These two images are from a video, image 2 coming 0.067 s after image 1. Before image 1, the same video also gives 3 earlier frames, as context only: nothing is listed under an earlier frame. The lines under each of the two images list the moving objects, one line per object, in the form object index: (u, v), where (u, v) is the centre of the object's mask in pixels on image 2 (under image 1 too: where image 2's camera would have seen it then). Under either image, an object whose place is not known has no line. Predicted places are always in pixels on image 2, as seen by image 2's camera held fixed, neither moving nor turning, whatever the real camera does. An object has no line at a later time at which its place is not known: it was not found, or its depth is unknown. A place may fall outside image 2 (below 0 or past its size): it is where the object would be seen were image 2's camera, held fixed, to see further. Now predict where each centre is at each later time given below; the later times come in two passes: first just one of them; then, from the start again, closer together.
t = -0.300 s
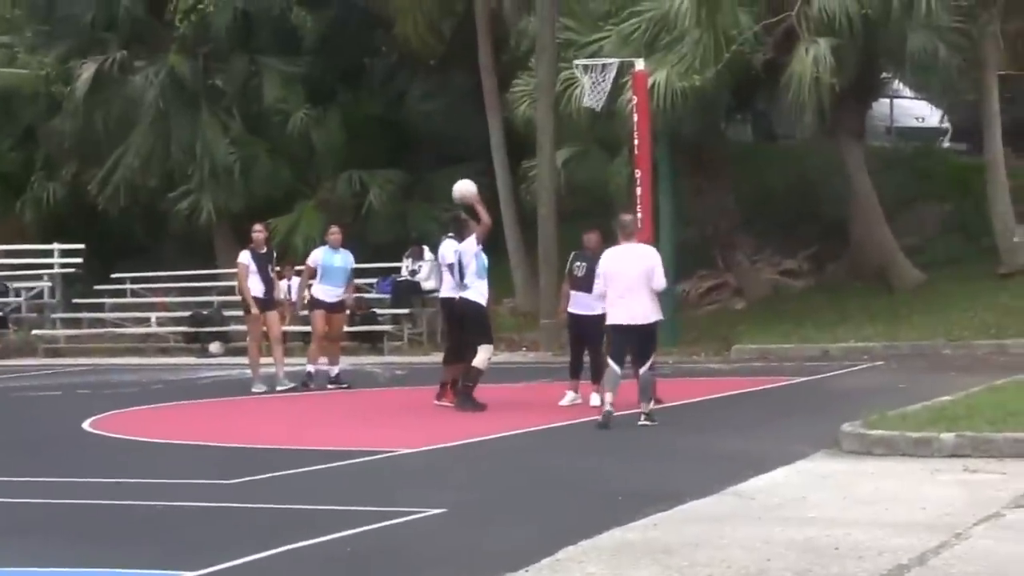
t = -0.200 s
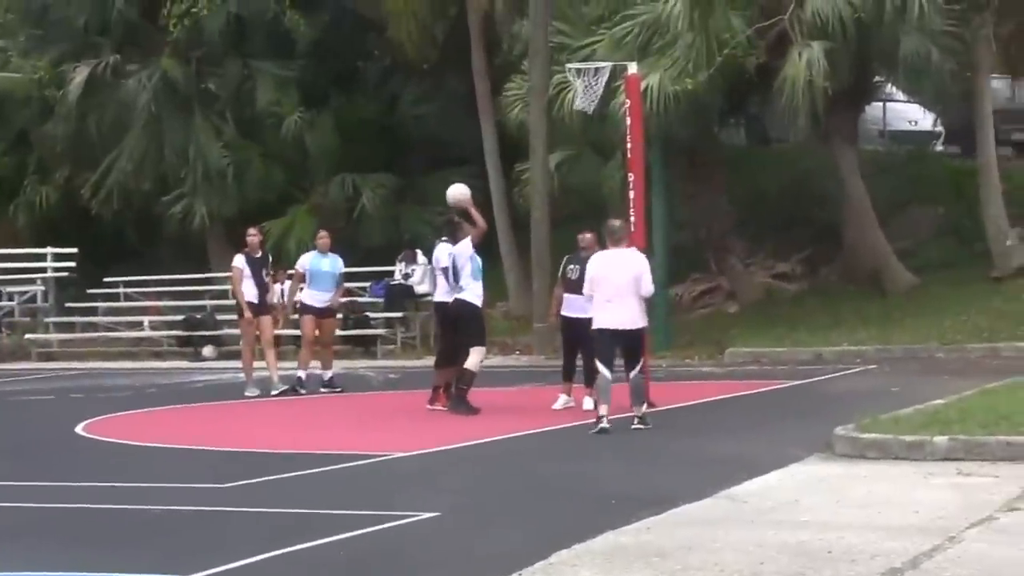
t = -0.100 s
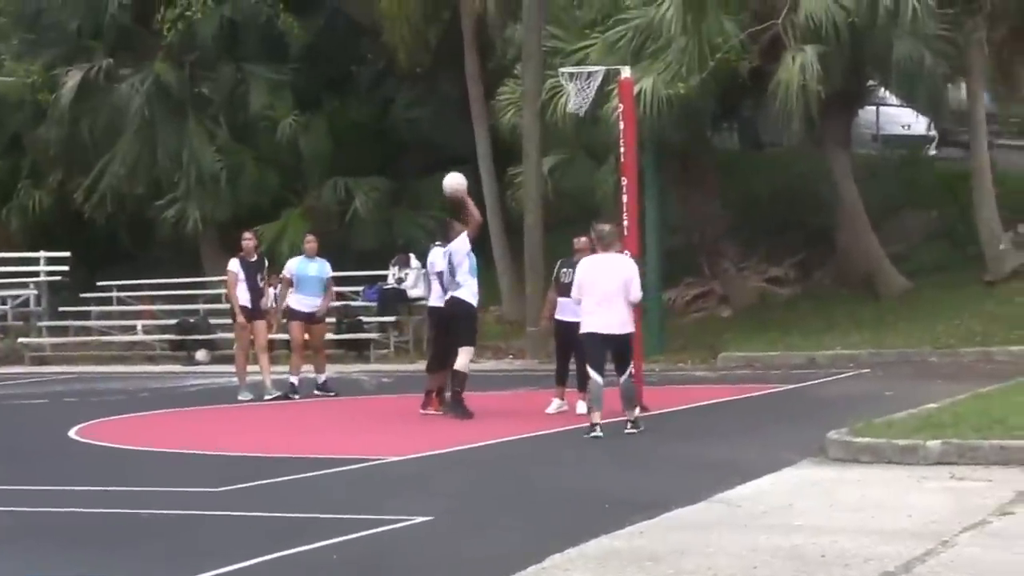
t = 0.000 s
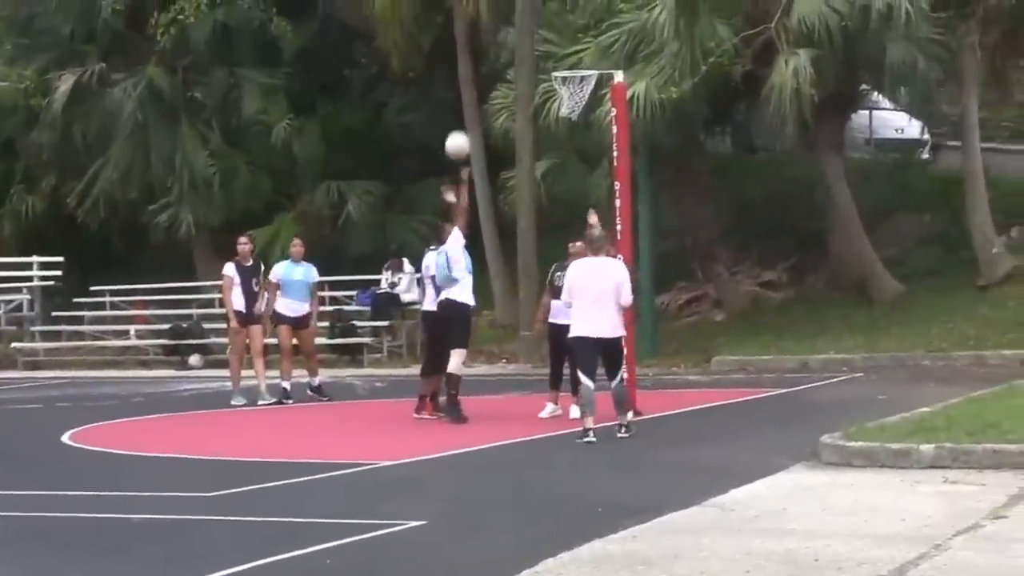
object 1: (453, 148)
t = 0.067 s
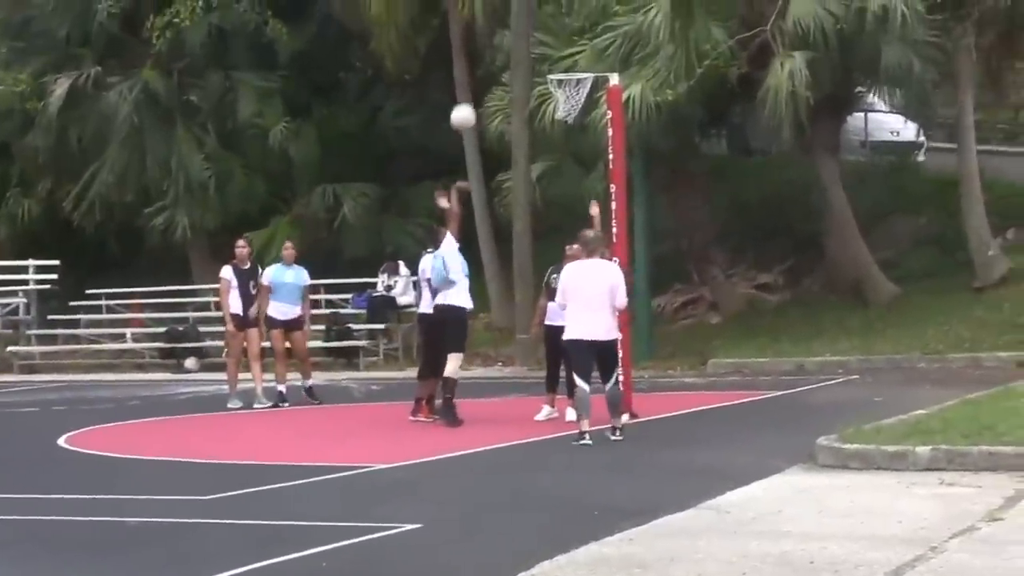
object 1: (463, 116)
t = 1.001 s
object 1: (552, 79)
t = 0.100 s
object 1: (467, 103)
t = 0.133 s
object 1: (472, 90)
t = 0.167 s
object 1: (477, 80)
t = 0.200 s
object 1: (482, 72)
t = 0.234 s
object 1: (487, 62)
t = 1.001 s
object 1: (552, 79)
